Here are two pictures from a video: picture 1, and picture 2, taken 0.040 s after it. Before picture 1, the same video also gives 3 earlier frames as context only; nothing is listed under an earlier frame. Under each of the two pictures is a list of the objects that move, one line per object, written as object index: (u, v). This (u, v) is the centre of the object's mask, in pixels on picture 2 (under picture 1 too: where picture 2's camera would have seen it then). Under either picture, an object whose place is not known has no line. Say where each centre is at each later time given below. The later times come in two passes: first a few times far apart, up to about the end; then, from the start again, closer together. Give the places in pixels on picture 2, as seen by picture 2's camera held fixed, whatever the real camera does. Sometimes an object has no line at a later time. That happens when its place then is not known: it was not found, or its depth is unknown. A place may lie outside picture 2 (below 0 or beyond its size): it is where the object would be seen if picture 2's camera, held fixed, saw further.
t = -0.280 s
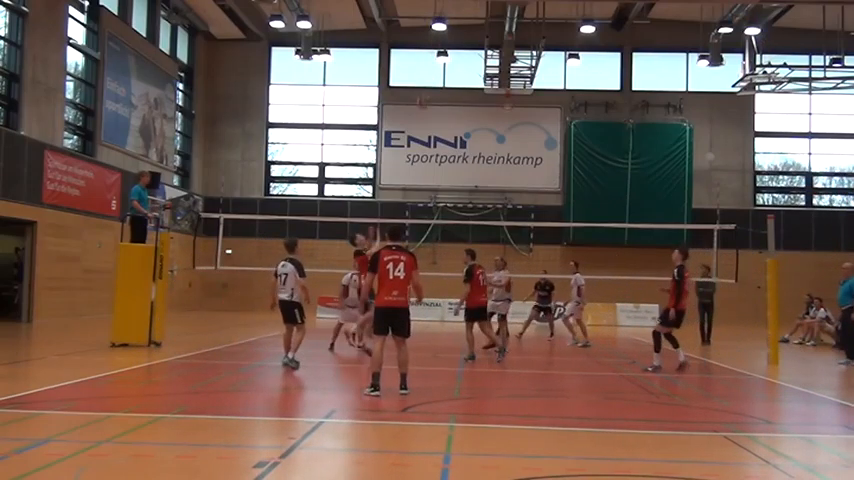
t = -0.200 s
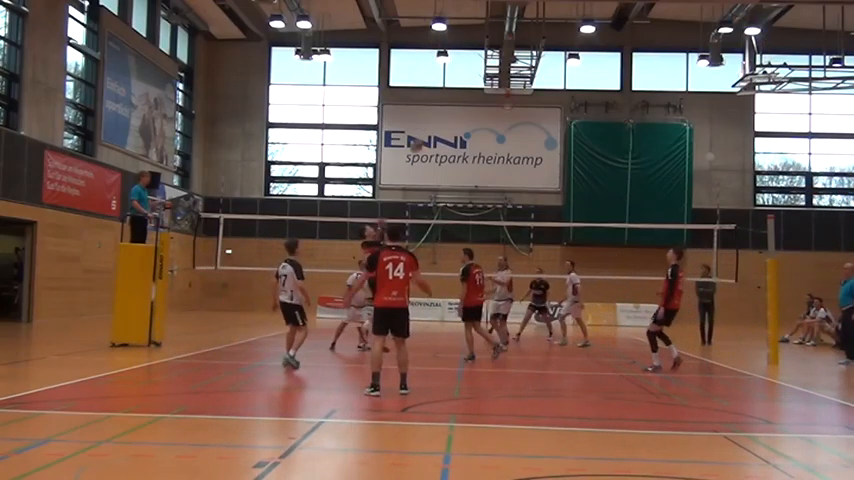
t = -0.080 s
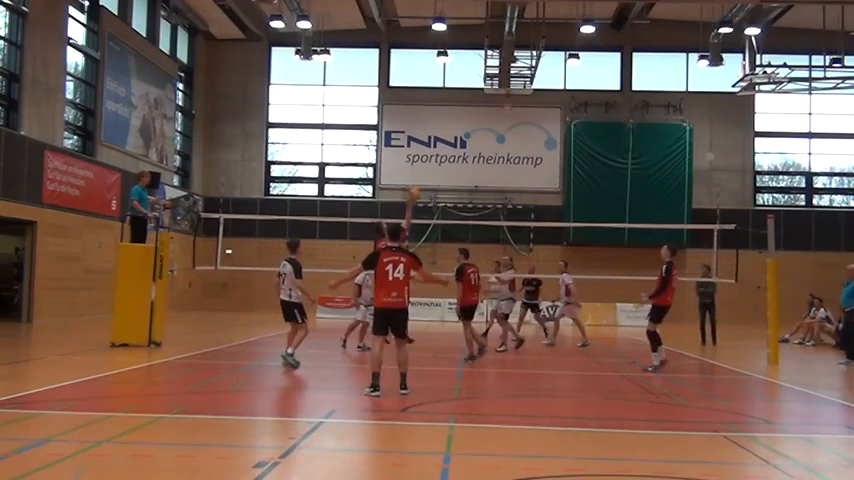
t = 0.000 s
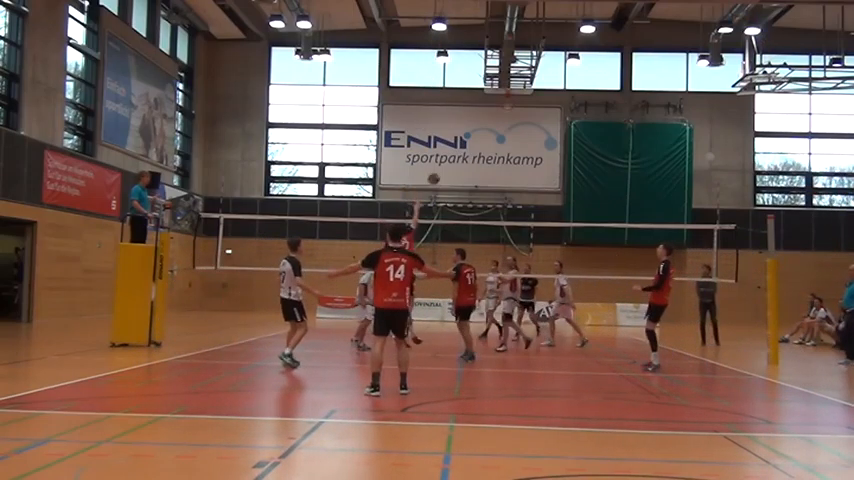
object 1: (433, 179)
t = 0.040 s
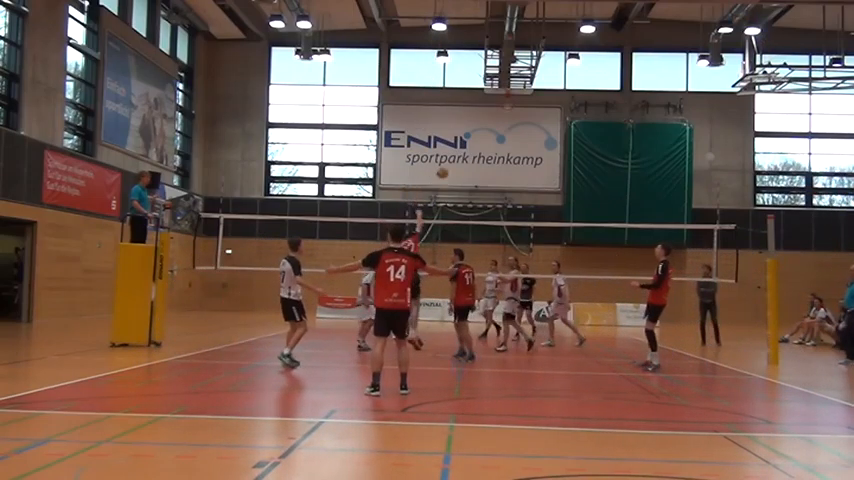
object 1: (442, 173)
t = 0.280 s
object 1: (485, 161)
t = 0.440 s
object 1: (507, 172)
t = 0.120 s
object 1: (458, 165)
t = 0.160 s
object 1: (466, 162)
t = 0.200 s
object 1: (473, 161)
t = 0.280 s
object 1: (485, 161)
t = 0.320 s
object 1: (490, 163)
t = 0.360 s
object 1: (496, 165)
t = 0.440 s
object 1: (507, 172)
